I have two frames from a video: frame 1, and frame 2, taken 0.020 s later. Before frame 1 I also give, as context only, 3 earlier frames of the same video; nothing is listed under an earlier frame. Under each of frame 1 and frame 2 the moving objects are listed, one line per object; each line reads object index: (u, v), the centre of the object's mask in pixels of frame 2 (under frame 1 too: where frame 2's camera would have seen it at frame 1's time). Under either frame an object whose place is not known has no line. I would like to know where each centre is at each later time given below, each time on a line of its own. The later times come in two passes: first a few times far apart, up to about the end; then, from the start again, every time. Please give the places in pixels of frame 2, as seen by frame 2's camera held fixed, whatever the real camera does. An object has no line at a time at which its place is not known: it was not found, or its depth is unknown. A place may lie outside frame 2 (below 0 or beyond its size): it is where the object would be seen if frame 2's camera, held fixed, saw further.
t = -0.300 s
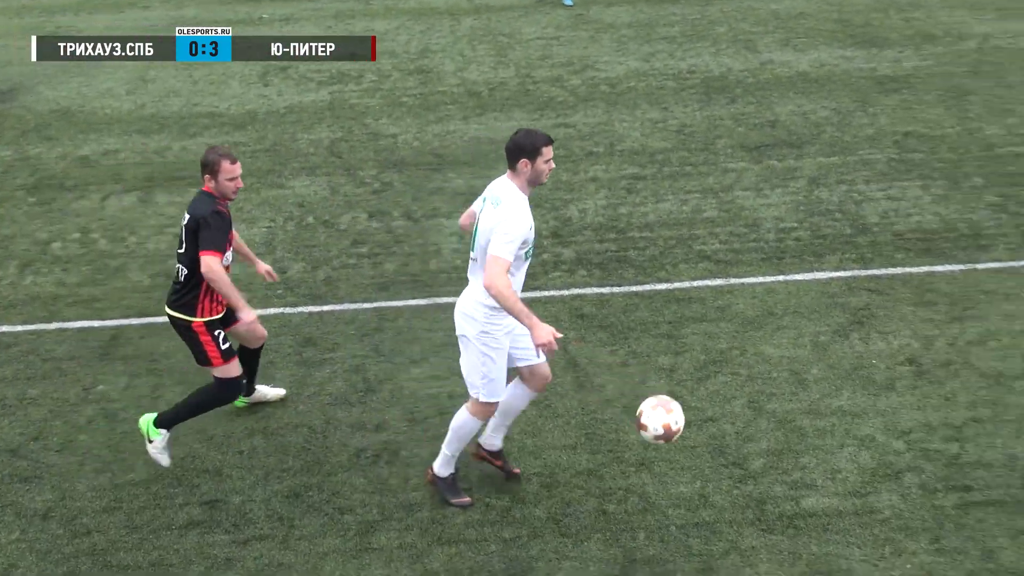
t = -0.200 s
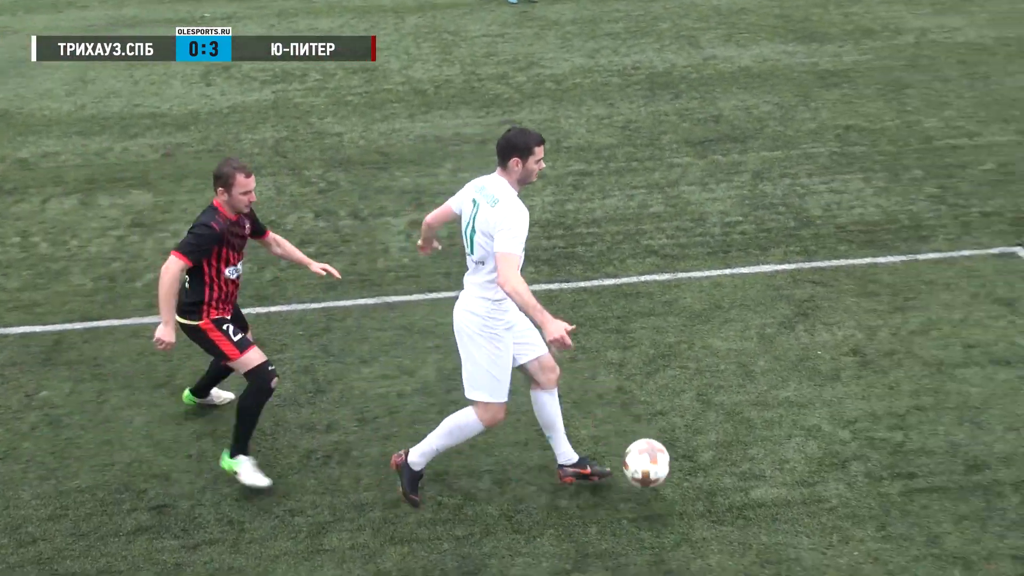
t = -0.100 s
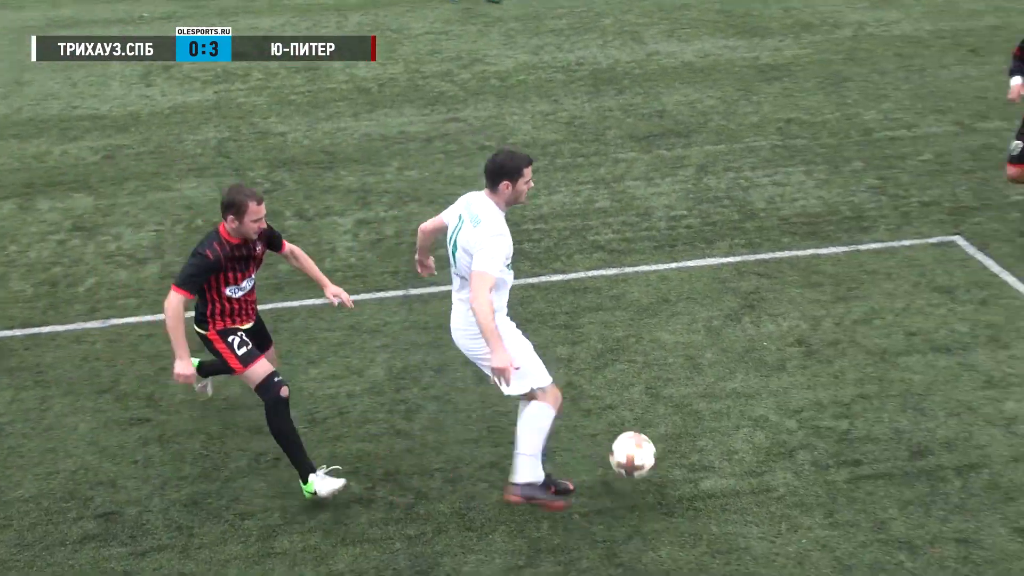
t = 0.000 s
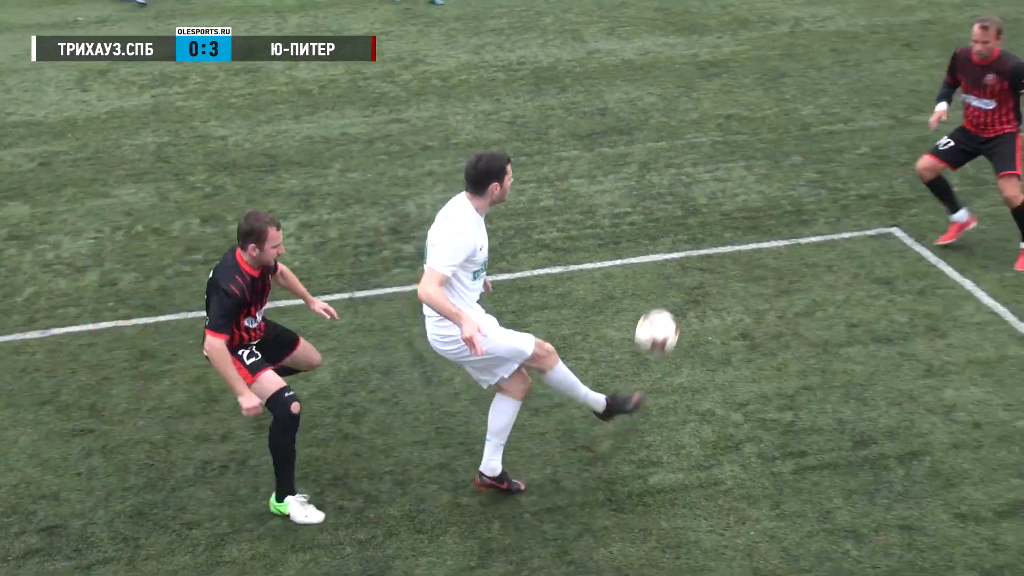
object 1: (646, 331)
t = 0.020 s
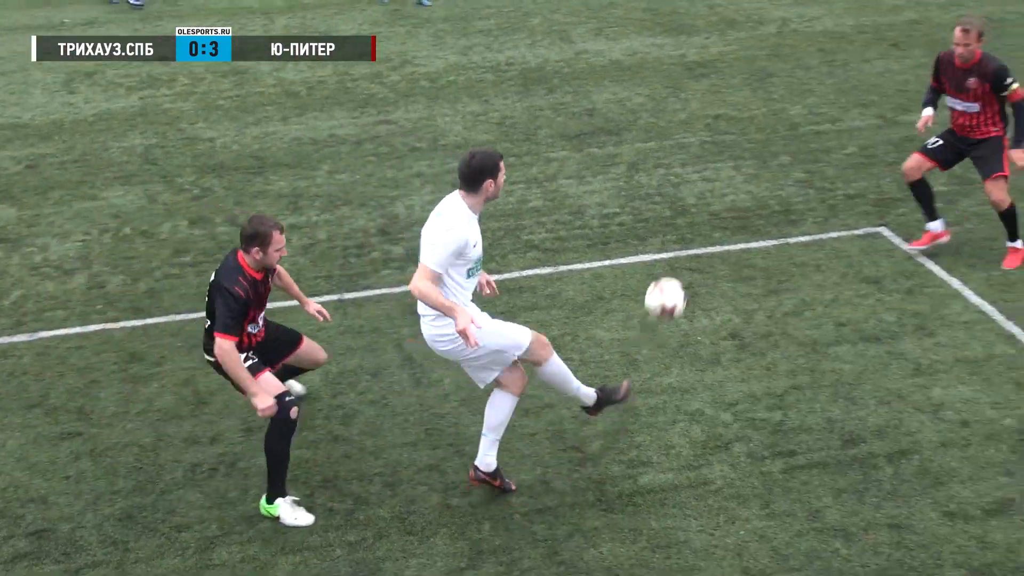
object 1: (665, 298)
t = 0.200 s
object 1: (785, 95)
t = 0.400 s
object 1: (861, -9)
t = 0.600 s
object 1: (907, -47)
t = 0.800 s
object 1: (931, -43)
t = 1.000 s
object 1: (957, -102)
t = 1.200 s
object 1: (976, -120)
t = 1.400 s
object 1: (988, -110)
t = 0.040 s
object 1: (683, 268)
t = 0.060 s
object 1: (699, 239)
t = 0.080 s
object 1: (715, 213)
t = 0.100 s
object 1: (729, 190)
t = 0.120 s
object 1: (742, 167)
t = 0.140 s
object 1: (753, 147)
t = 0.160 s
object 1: (765, 128)
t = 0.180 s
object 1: (776, 111)
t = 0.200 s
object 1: (785, 95)
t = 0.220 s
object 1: (794, 81)
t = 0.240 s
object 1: (803, 67)
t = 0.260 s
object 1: (811, 55)
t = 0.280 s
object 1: (819, 43)
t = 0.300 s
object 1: (827, 32)
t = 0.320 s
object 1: (834, 22)
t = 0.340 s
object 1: (841, 13)
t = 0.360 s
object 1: (848, 5)
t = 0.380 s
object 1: (855, -2)
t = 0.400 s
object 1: (861, -9)
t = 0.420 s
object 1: (867, -16)
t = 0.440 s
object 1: (872, -21)
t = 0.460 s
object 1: (878, -26)
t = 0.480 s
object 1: (883, -31)
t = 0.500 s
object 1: (887, -34)
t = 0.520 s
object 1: (892, -38)
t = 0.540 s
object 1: (896, -41)
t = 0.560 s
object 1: (900, -44)
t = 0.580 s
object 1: (903, -46)
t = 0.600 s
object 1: (907, -47)
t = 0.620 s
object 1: (910, -49)
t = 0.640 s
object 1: (913, -50)
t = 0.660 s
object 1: (916, -50)
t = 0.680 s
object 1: (918, -50)
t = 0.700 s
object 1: (921, -50)
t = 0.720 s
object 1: (923, -49)
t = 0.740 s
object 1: (925, -48)
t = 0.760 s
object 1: (927, -47)
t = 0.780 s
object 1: (929, -45)
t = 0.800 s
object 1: (931, -43)
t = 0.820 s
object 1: (934, -51)
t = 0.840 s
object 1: (936, -59)
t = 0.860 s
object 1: (939, -66)
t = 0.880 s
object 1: (942, -72)
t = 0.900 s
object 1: (945, -79)
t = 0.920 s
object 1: (947, -84)
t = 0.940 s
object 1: (950, -89)
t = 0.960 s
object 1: (952, -94)
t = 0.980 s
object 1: (954, -98)
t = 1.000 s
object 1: (957, -102)
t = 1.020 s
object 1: (959, -105)
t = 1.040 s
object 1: (962, -108)
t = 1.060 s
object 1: (963, -111)
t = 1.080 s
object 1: (966, -113)
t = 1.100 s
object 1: (968, -116)
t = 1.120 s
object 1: (970, -117)
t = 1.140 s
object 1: (971, -118)
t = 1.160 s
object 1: (973, -119)
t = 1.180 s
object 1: (975, -120)
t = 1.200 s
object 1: (976, -120)
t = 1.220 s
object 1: (978, -120)
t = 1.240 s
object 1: (979, -120)
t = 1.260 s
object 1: (980, -119)
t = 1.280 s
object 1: (982, -118)
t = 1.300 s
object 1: (983, -116)
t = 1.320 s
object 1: (984, -115)
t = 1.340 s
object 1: (985, -113)
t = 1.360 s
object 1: (986, -111)
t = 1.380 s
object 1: (987, -108)
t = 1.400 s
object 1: (988, -110)
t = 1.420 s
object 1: (990, -115)
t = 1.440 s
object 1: (992, -119)
